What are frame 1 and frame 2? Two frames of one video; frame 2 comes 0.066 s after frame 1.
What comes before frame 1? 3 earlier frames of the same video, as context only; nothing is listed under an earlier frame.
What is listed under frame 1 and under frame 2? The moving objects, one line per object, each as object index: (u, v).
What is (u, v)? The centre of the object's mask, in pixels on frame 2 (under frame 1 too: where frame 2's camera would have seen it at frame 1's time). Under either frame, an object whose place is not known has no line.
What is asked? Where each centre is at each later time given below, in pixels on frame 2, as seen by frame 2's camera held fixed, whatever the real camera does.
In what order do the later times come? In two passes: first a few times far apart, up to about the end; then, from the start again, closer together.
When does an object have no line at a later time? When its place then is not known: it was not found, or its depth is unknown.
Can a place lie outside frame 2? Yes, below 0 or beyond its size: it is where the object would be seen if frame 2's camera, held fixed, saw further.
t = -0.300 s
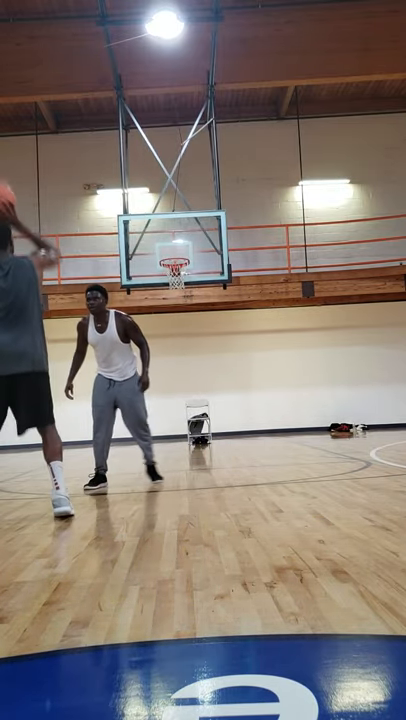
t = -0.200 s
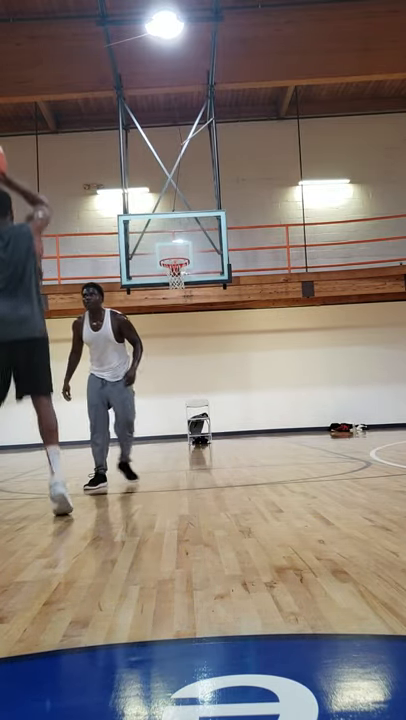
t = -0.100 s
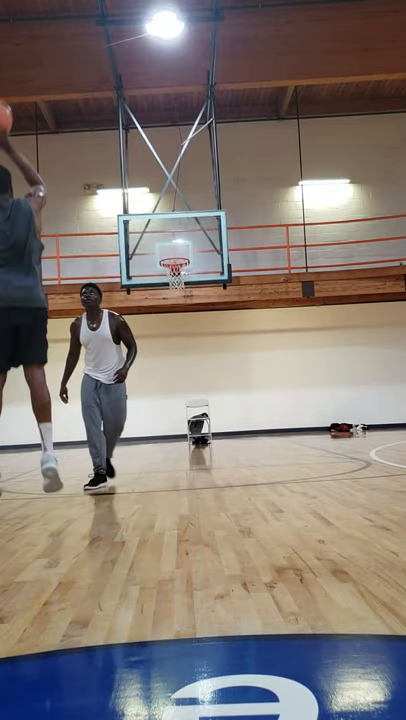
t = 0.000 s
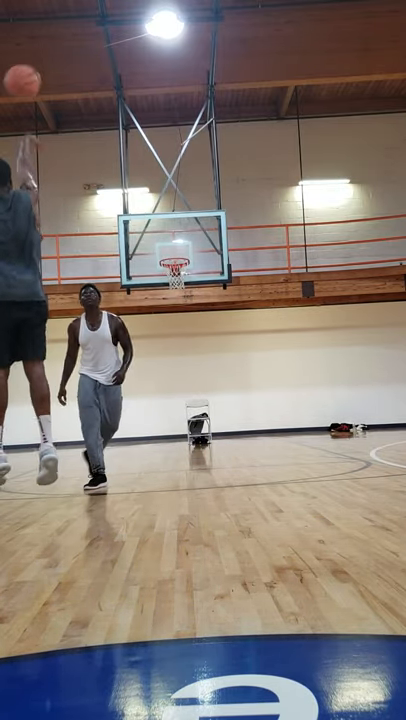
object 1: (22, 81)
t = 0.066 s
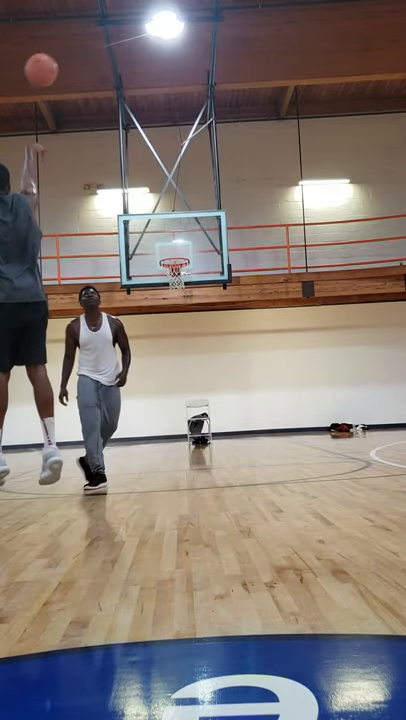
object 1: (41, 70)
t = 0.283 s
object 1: (87, 71)
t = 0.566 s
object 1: (126, 124)
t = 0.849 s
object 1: (155, 212)
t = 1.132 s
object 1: (122, 248)
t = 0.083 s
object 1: (45, 68)
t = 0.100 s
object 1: (49, 66)
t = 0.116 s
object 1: (53, 65)
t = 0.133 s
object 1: (57, 65)
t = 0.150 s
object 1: (61, 64)
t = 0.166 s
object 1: (64, 64)
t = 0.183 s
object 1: (68, 64)
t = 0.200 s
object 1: (71, 65)
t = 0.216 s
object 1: (75, 65)
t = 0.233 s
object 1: (78, 66)
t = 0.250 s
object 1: (81, 67)
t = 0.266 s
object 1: (84, 69)
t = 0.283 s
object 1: (87, 71)
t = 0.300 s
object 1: (89, 72)
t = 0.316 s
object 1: (92, 75)
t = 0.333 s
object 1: (95, 77)
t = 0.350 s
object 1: (97, 79)
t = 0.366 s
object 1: (100, 81)
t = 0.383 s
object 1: (102, 83)
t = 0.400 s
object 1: (105, 87)
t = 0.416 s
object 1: (107, 91)
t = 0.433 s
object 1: (110, 94)
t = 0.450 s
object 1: (112, 97)
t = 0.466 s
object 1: (114, 100)
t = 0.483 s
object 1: (116, 104)
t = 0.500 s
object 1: (118, 108)
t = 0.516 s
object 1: (120, 112)
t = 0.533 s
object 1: (122, 116)
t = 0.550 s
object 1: (124, 119)
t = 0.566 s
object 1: (126, 124)
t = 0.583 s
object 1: (128, 128)
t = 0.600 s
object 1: (130, 133)
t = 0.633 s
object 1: (134, 142)
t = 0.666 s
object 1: (136, 151)
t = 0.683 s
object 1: (139, 156)
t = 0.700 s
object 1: (141, 161)
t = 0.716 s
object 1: (142, 166)
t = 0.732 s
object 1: (144, 172)
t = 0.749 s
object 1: (146, 176)
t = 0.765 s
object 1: (149, 182)
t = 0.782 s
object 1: (149, 187)
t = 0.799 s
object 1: (151, 192)
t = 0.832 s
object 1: (154, 206)
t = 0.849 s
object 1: (155, 212)
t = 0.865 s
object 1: (156, 217)
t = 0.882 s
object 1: (158, 223)
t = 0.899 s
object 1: (159, 230)
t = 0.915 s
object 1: (160, 236)
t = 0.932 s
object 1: (161, 241)
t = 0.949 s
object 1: (162, 247)
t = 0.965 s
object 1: (164, 253)
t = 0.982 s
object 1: (162, 255)
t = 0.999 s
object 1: (158, 254)
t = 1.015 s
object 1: (154, 252)
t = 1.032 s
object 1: (149, 251)
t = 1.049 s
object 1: (145, 250)
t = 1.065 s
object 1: (141, 249)
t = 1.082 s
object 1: (136, 249)
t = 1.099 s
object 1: (132, 248)
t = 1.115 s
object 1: (128, 248)
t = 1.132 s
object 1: (122, 248)
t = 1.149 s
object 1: (118, 247)
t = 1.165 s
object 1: (113, 248)
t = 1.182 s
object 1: (108, 248)
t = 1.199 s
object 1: (103, 248)
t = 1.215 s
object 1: (99, 249)
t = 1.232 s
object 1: (94, 250)
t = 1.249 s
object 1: (89, 251)
